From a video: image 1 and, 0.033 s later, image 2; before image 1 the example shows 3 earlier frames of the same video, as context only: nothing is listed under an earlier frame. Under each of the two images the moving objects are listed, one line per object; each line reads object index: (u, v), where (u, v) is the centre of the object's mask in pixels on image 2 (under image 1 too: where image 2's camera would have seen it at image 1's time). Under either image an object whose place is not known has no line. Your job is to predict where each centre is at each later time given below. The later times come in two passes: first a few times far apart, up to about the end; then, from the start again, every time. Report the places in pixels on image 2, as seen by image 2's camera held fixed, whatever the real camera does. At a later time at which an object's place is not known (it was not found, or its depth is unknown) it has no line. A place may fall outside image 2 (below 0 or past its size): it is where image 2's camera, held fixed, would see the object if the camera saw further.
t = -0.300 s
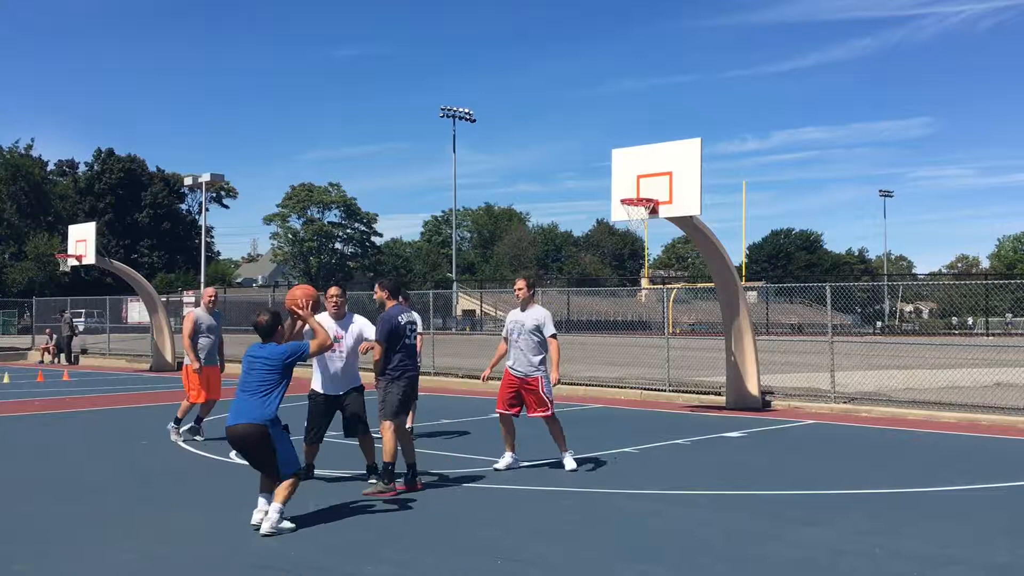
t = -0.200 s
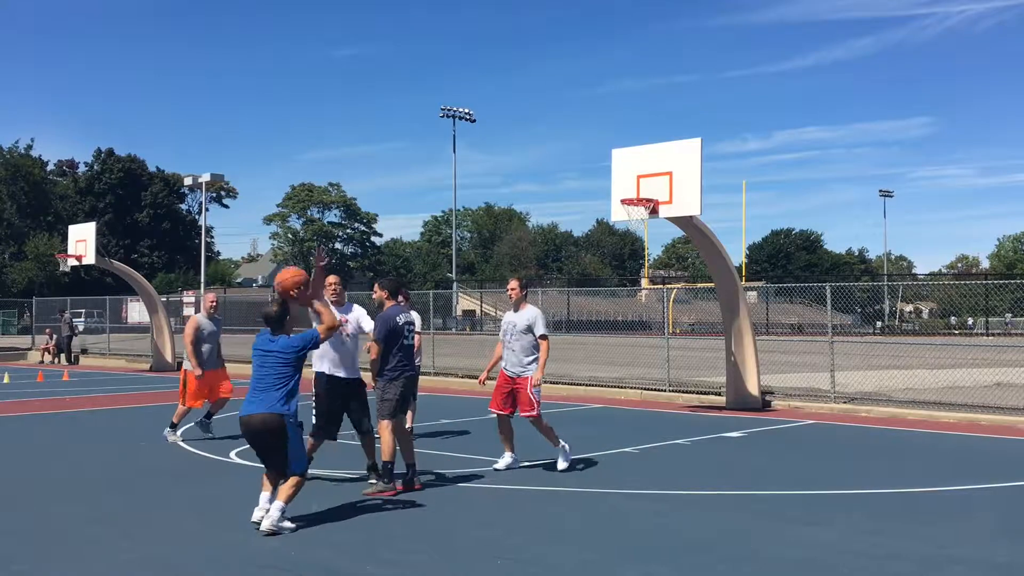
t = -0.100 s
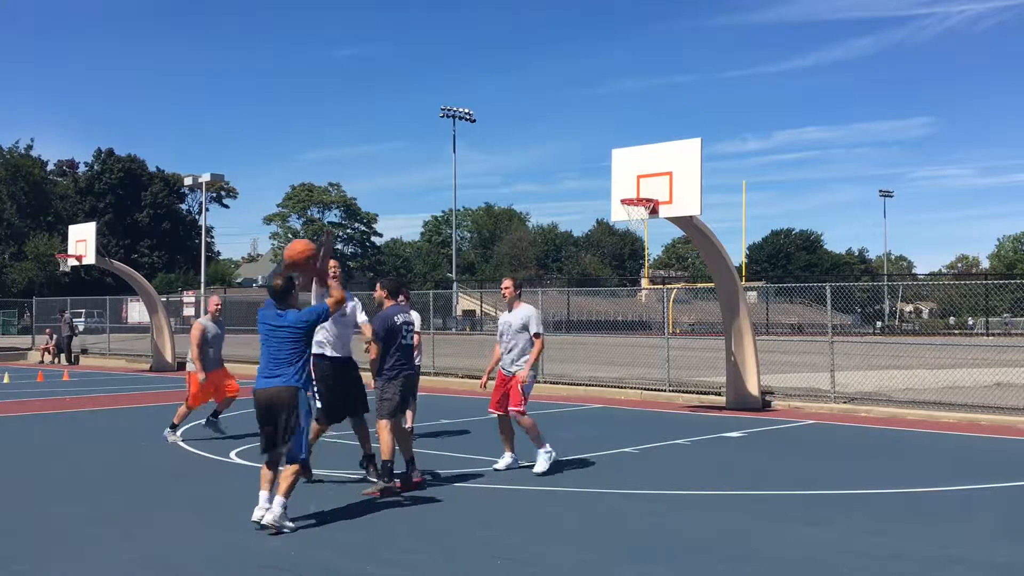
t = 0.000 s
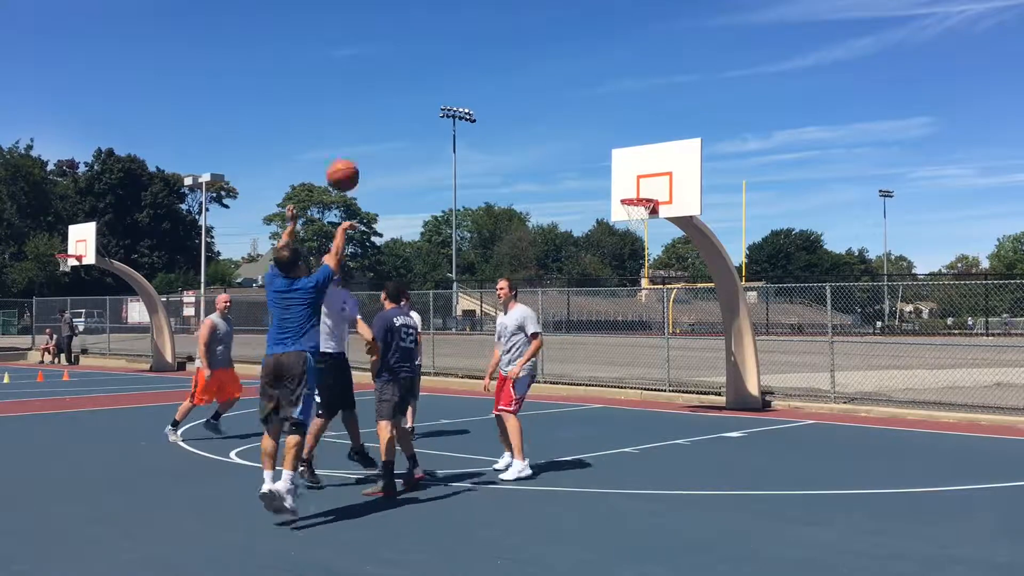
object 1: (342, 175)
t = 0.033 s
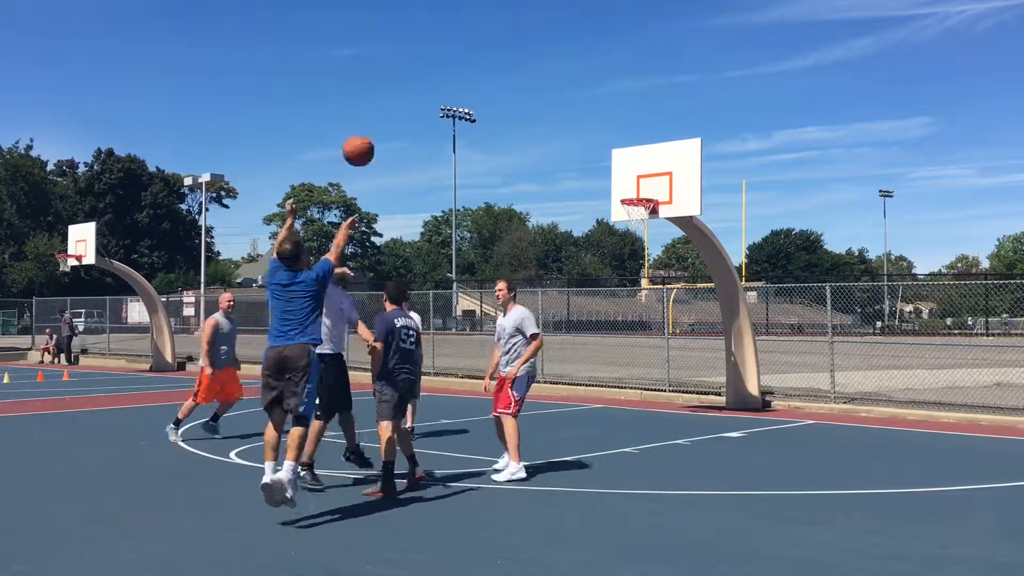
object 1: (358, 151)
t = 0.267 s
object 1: (448, 41)
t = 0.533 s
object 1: (524, 10)
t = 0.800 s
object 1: (581, 43)
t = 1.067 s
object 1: (625, 121)
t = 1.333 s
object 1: (649, 169)
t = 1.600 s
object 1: (631, 112)
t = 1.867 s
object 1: (613, 105)
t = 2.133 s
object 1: (595, 146)
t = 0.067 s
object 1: (373, 128)
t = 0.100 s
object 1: (387, 109)
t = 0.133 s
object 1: (400, 91)
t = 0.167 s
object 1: (413, 75)
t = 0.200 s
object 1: (425, 62)
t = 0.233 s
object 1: (437, 51)
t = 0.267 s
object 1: (448, 41)
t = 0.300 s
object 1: (459, 32)
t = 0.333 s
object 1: (469, 25)
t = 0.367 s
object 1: (479, 20)
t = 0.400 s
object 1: (489, 15)
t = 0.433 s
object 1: (498, 12)
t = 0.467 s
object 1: (507, 11)
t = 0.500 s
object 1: (516, 10)
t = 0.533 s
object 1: (524, 10)
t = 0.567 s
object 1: (532, 11)
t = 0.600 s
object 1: (540, 13)
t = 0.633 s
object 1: (547, 16)
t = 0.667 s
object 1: (554, 20)
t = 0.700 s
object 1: (561, 24)
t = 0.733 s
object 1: (568, 30)
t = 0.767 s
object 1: (575, 36)
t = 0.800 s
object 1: (581, 43)
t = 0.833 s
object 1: (587, 51)
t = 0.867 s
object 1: (593, 59)
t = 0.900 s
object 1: (599, 68)
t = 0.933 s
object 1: (604, 78)
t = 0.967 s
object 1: (610, 87)
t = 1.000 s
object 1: (615, 98)
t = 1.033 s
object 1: (620, 110)
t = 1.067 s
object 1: (625, 121)
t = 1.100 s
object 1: (630, 133)
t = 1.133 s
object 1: (635, 145)
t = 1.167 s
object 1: (640, 158)
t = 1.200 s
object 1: (644, 172)
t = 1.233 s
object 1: (648, 186)
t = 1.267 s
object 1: (651, 192)
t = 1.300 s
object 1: (650, 180)
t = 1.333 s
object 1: (649, 169)
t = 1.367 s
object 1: (648, 159)
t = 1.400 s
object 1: (645, 150)
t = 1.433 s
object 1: (643, 142)
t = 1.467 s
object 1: (641, 134)
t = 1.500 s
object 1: (638, 128)
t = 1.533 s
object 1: (636, 122)
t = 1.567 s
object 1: (634, 117)
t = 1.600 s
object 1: (631, 112)
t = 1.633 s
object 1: (629, 110)
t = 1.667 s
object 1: (626, 106)
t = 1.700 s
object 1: (624, 104)
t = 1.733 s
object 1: (622, 103)
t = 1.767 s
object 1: (620, 102)
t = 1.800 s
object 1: (617, 103)
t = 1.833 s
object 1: (615, 103)
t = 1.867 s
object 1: (613, 105)
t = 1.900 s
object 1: (610, 108)
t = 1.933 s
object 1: (608, 111)
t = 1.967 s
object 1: (606, 115)
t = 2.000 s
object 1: (604, 120)
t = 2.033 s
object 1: (602, 125)
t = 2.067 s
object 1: (599, 131)
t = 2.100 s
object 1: (598, 138)
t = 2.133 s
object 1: (595, 146)
